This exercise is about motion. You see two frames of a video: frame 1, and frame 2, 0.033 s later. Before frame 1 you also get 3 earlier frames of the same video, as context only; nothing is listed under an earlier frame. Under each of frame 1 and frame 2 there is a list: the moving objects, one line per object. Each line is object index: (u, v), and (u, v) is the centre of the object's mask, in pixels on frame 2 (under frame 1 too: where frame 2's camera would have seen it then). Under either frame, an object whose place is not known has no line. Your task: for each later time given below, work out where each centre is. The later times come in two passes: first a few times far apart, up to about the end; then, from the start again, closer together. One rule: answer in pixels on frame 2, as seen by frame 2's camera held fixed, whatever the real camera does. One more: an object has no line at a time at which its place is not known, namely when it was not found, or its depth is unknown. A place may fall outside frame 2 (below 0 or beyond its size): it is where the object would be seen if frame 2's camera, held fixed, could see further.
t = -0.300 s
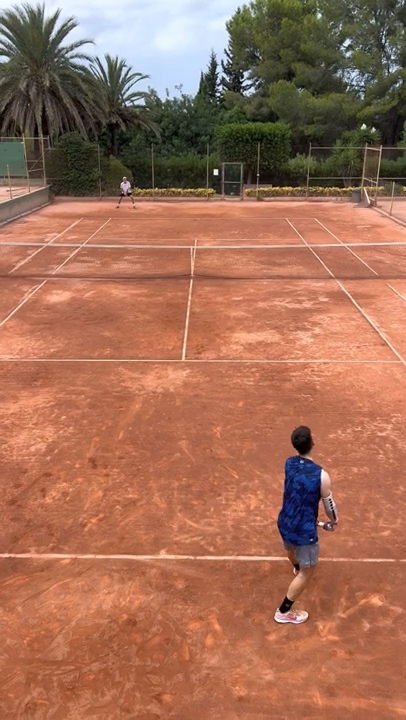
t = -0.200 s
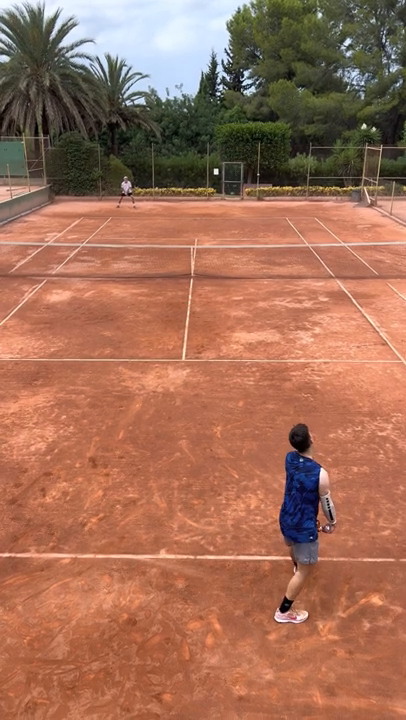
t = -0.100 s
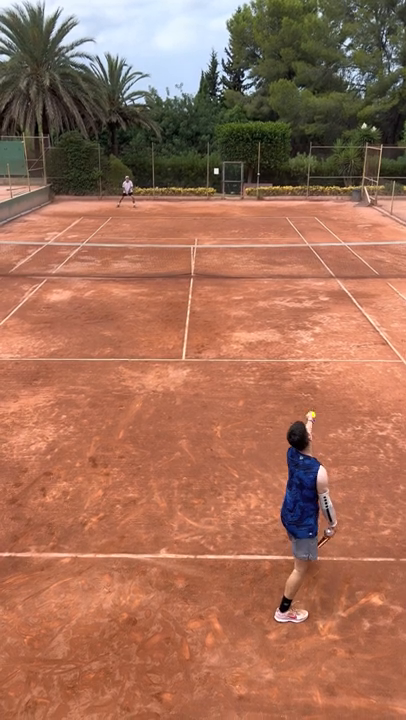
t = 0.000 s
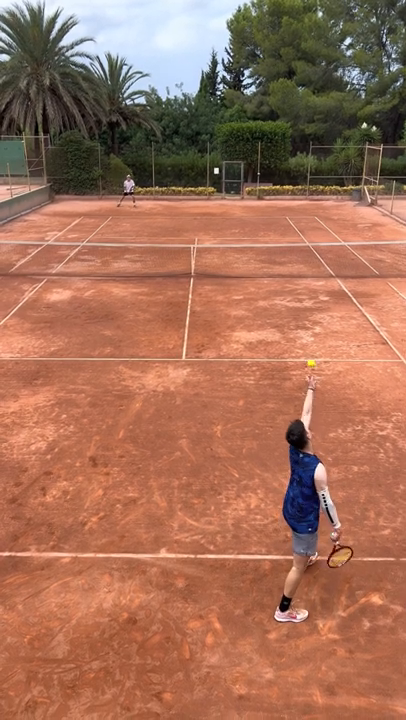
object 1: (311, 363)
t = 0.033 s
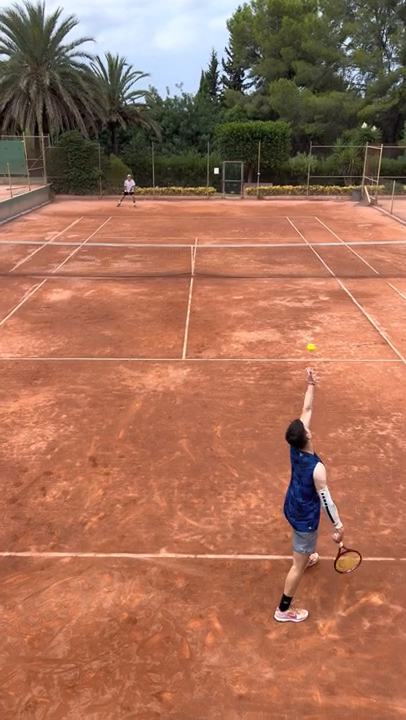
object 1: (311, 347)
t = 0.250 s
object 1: (307, 265)
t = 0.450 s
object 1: (299, 232)
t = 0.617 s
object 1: (291, 237)
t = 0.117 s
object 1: (309, 311)
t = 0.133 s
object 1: (309, 304)
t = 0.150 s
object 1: (309, 298)
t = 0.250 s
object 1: (307, 265)
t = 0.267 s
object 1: (306, 261)
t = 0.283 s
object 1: (306, 256)
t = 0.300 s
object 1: (305, 253)
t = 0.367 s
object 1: (303, 240)
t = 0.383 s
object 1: (302, 237)
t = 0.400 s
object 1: (301, 236)
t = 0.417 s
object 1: (301, 234)
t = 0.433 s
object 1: (300, 232)
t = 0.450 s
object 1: (299, 232)
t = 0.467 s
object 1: (299, 231)
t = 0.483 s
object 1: (298, 230)
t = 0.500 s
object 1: (297, 230)
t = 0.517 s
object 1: (296, 230)
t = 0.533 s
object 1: (296, 230)
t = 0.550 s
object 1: (295, 231)
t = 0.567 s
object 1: (294, 232)
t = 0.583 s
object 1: (293, 233)
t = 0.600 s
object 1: (292, 235)
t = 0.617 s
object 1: (291, 237)
